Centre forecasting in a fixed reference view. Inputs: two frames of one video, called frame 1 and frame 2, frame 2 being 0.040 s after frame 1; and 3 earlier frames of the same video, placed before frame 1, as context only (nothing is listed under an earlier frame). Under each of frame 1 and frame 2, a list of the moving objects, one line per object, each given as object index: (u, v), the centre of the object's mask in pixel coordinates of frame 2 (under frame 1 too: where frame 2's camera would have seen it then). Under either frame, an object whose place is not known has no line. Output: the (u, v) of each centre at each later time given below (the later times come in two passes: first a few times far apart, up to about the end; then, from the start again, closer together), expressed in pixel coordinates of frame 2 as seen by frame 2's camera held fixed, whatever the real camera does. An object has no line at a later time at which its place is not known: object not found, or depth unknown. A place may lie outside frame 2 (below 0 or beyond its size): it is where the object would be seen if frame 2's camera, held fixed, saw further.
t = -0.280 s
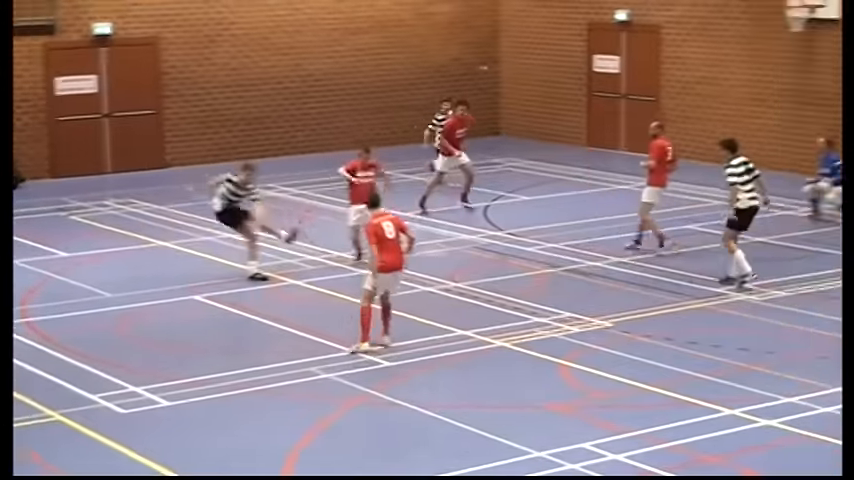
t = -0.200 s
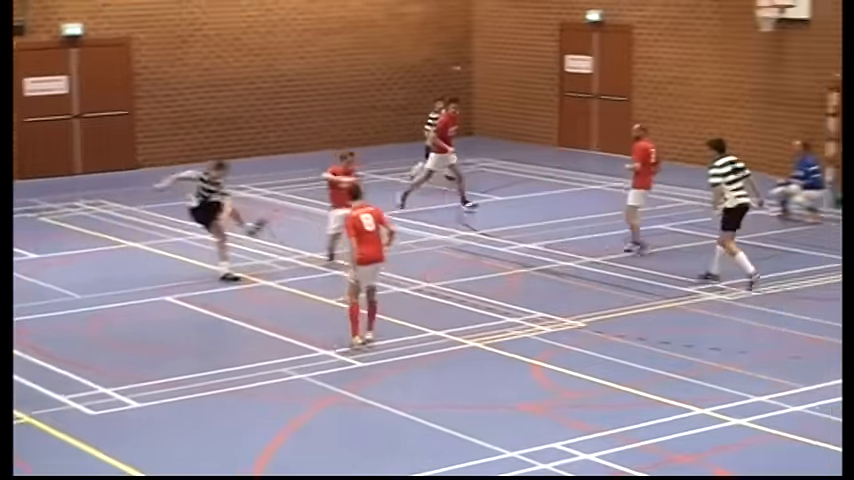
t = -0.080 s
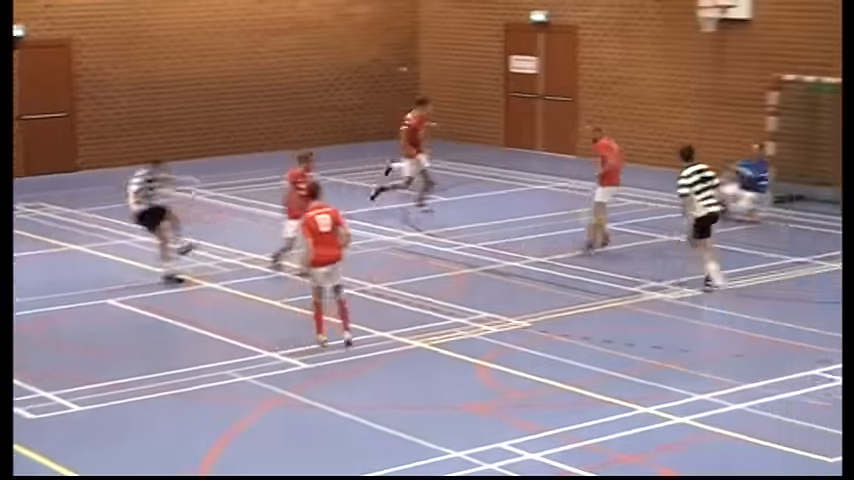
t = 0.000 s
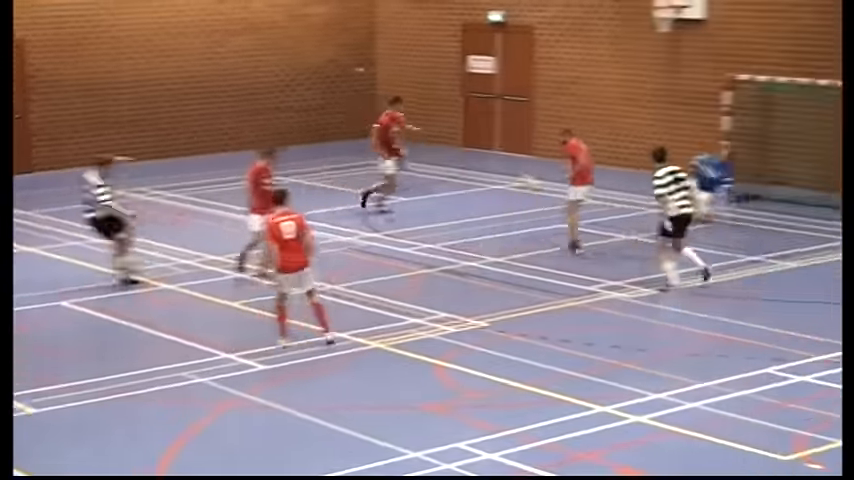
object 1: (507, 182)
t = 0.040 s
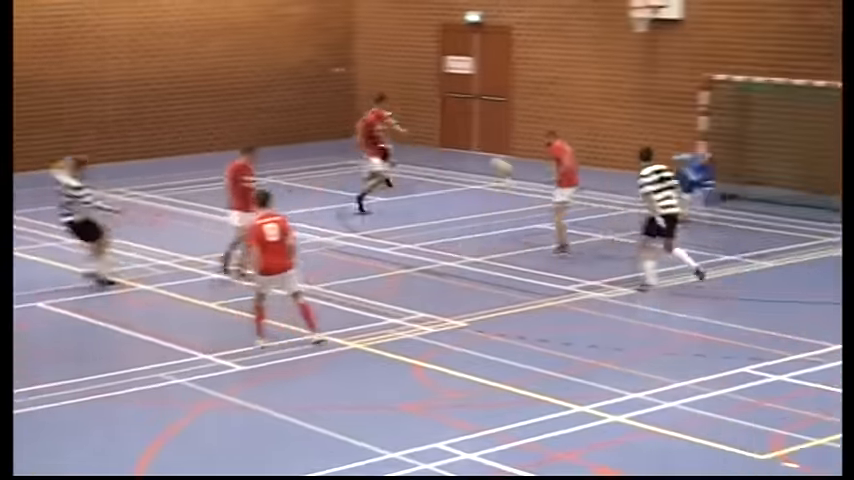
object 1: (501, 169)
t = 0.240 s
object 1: (465, 101)
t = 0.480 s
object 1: (431, 60)
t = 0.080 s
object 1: (489, 149)
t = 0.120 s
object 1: (482, 136)
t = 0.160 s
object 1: (476, 123)
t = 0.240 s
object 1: (465, 101)
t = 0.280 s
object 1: (459, 92)
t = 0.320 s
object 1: (454, 85)
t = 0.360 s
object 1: (446, 78)
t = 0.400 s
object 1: (443, 72)
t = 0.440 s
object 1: (436, 69)
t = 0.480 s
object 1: (431, 60)
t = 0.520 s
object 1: (425, 59)
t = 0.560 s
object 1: (421, 58)
